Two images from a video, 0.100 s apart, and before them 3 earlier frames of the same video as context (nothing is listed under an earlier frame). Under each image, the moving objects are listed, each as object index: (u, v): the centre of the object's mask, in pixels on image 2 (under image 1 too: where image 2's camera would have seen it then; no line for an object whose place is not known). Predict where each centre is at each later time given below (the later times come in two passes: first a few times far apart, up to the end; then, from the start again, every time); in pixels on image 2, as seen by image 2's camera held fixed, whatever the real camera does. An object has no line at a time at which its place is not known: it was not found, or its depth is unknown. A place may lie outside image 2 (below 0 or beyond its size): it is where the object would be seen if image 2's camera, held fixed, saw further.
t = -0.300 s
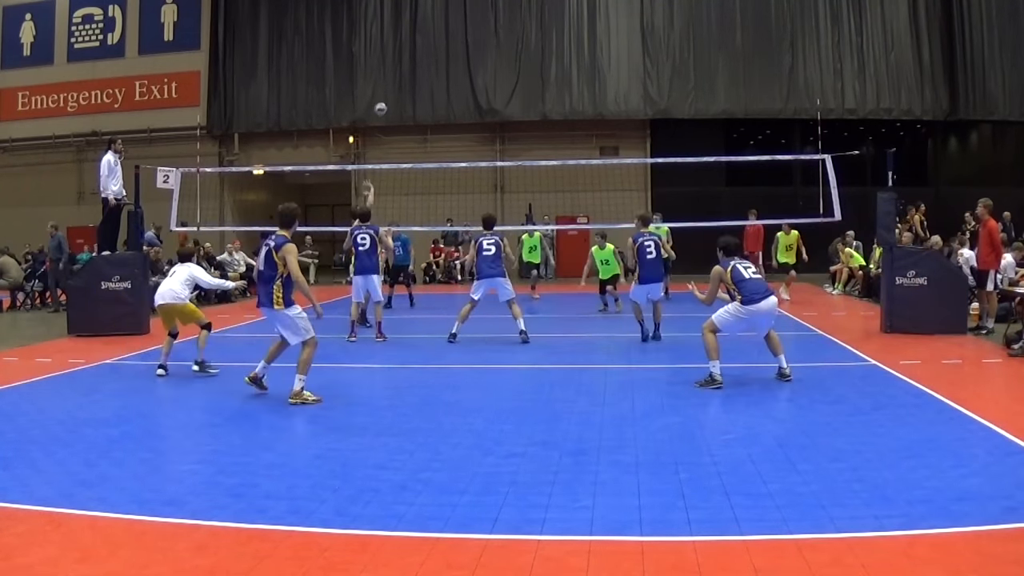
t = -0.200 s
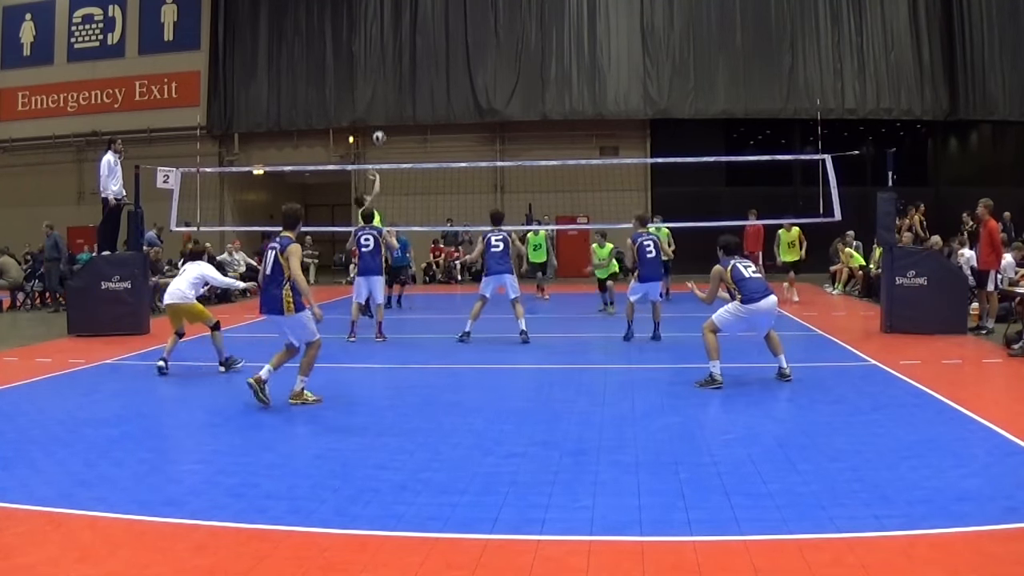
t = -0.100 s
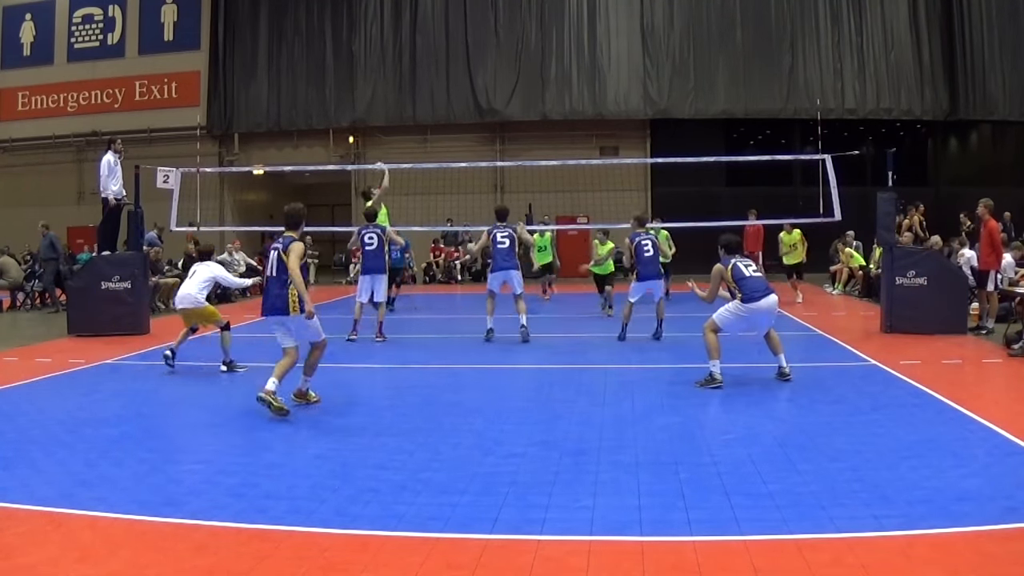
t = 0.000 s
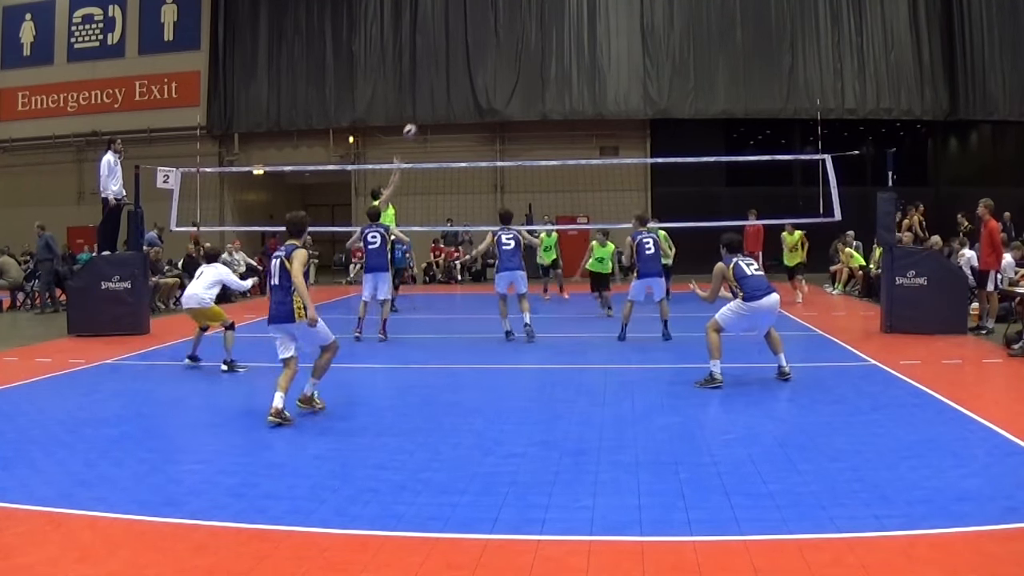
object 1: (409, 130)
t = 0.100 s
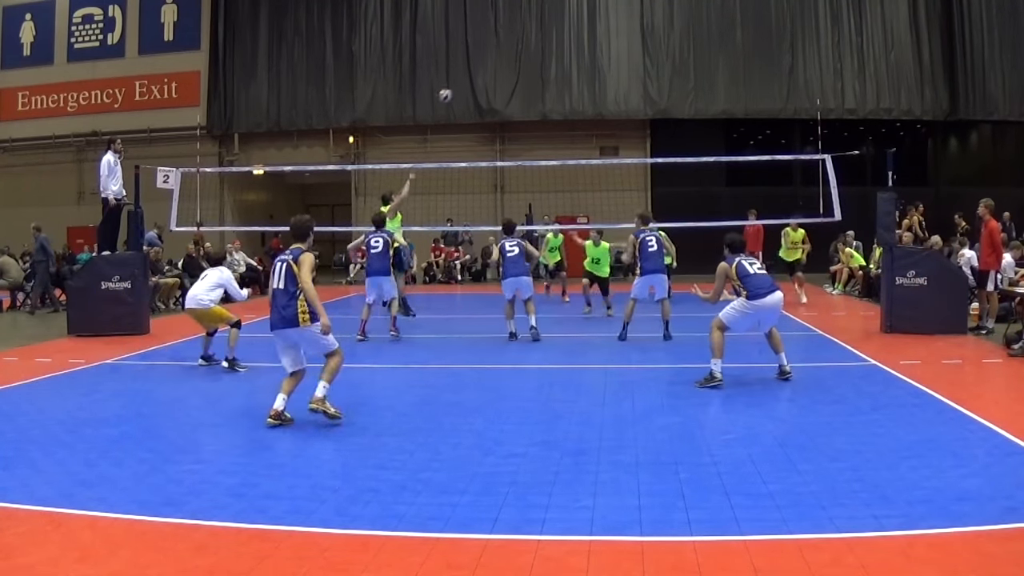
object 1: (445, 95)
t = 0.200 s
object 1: (480, 68)
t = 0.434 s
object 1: (558, 30)
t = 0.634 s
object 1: (622, 26)
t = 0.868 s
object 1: (696, 54)
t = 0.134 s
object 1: (456, 86)
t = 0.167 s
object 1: (468, 77)
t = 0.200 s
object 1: (480, 68)
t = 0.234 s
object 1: (491, 61)
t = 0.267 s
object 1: (502, 53)
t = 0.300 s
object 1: (514, 47)
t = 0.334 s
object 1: (525, 42)
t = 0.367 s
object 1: (536, 36)
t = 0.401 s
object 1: (547, 33)
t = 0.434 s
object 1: (558, 30)
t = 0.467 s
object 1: (569, 27)
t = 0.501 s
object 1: (580, 25)
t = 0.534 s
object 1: (591, 25)
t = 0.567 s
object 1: (601, 24)
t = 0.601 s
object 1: (612, 25)
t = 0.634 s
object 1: (622, 26)
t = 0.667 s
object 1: (633, 28)
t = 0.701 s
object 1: (643, 31)
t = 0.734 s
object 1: (654, 33)
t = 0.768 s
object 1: (665, 38)
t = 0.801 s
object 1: (675, 42)
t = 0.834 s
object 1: (685, 48)
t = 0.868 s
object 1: (696, 54)
